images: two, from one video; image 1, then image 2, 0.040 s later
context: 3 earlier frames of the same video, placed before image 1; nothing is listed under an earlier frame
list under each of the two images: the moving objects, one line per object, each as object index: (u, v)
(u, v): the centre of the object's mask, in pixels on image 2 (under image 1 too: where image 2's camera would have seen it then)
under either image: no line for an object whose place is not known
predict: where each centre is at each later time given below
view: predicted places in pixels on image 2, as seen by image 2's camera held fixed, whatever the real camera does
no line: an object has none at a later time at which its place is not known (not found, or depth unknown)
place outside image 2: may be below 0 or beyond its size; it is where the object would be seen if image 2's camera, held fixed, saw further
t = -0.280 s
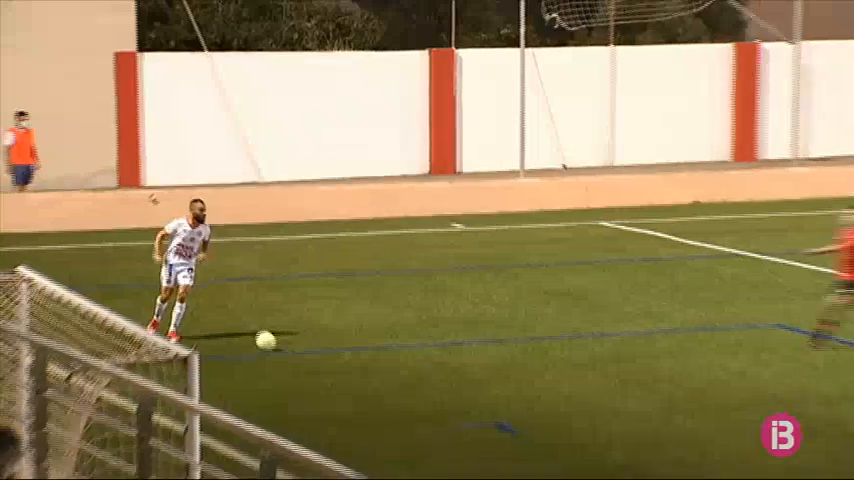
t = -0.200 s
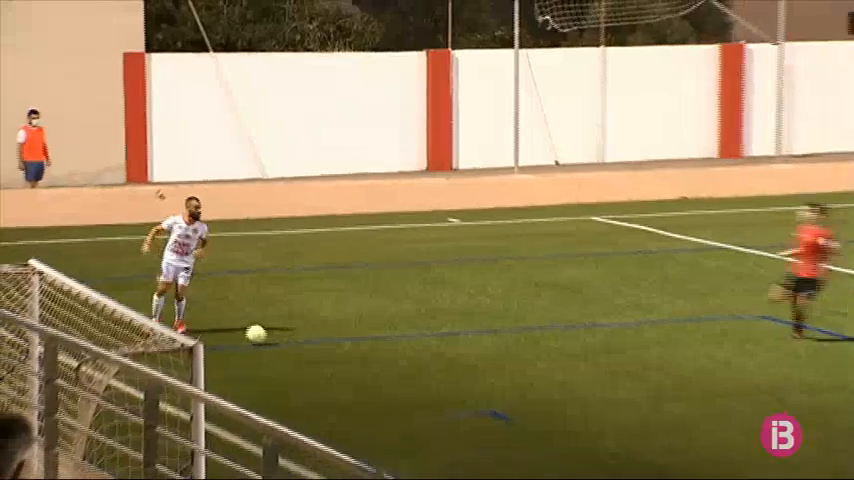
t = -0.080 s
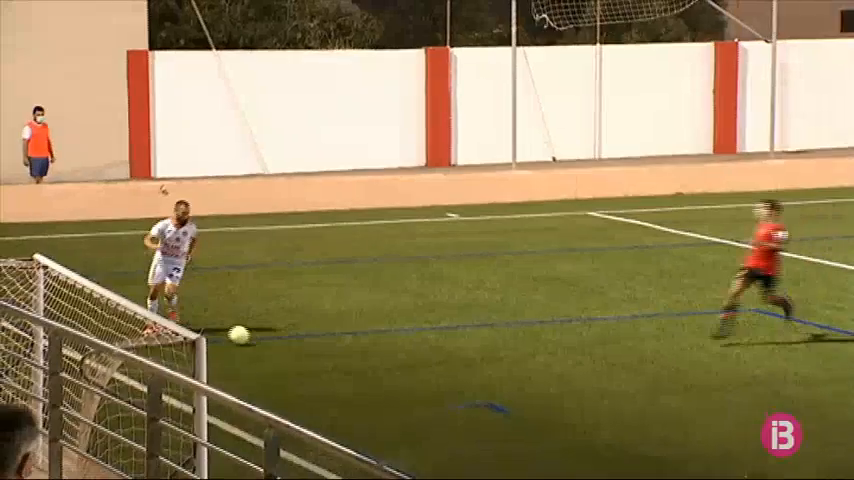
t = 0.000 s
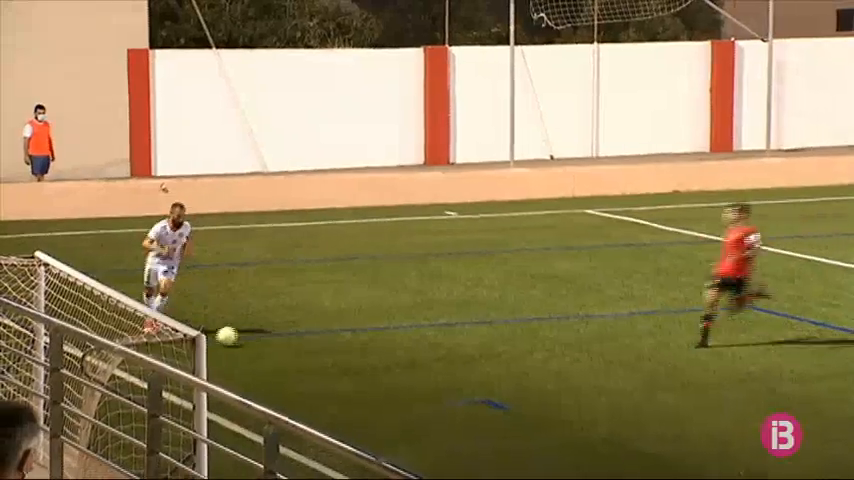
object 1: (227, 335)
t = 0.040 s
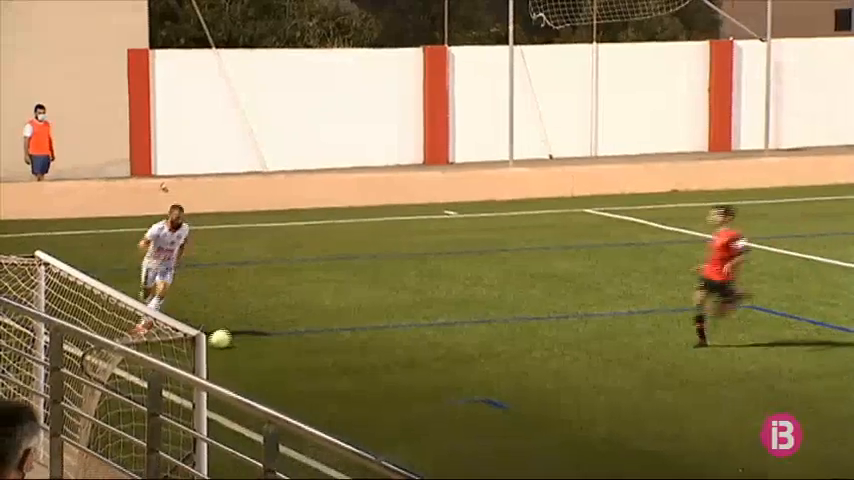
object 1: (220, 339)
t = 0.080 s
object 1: (215, 341)
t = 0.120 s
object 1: (211, 343)
